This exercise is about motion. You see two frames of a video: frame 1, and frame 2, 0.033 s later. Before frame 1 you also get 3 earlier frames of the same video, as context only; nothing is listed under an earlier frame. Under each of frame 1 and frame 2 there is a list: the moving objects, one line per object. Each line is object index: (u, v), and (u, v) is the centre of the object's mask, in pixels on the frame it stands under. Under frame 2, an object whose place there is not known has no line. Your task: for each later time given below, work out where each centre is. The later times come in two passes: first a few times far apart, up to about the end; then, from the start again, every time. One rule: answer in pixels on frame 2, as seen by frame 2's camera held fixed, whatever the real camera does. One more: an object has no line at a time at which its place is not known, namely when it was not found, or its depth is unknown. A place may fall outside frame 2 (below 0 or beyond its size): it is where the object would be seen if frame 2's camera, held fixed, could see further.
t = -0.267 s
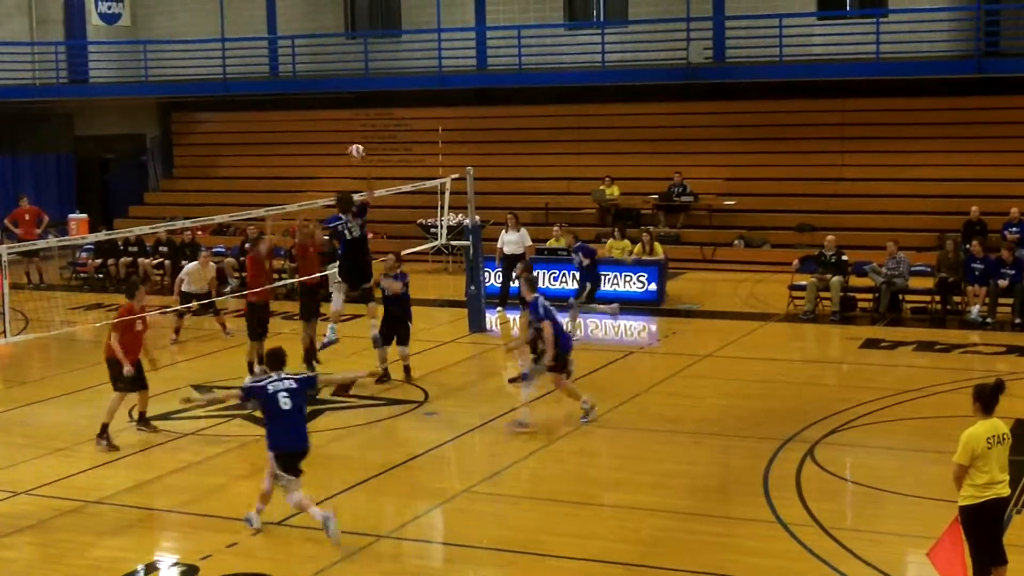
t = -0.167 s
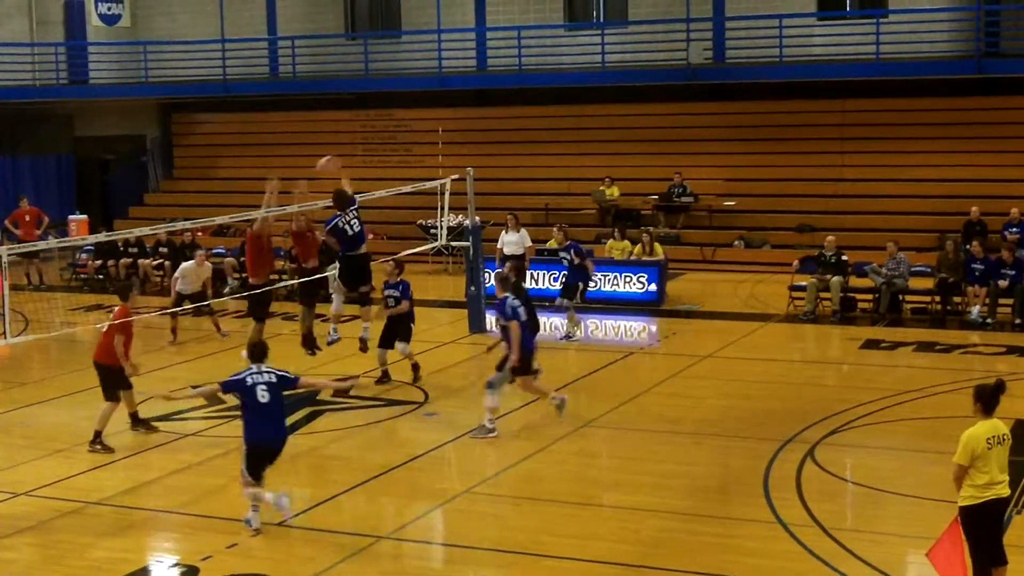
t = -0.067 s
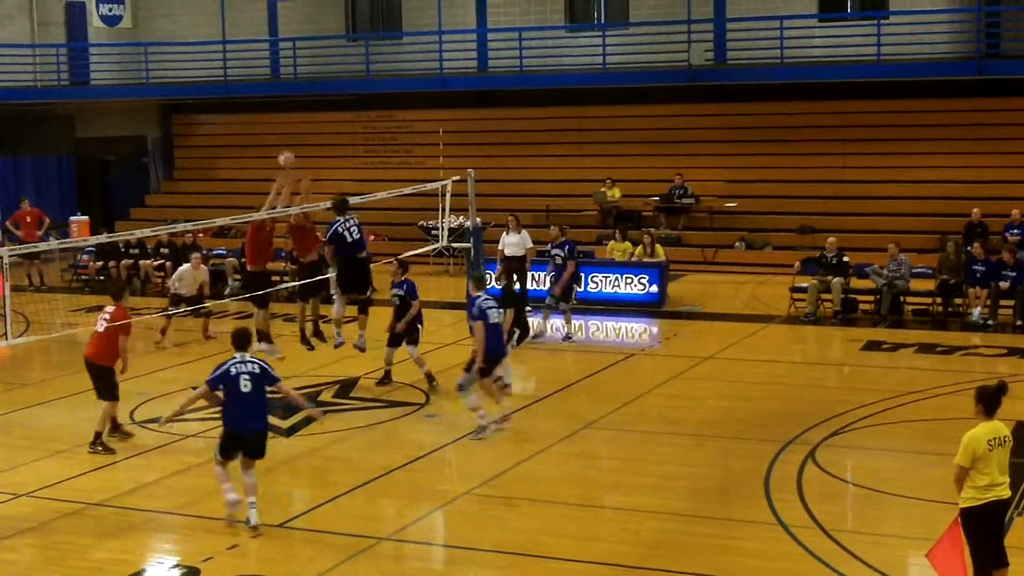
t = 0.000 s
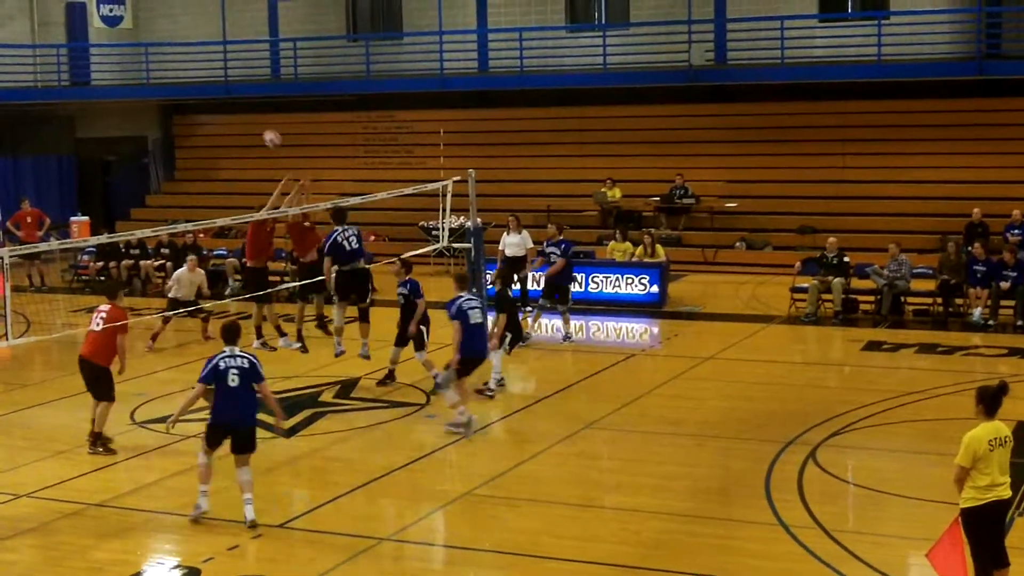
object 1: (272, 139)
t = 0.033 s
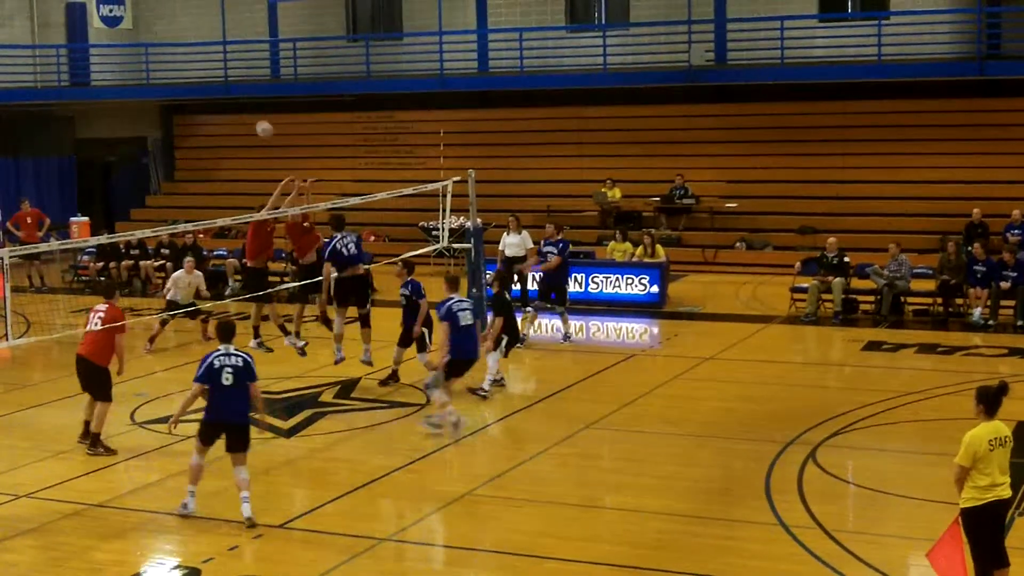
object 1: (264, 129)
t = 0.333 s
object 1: (196, 81)
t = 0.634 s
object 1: (130, 103)
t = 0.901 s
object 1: (75, 187)
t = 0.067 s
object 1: (256, 120)
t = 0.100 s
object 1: (248, 113)
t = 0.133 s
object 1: (241, 106)
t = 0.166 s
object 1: (233, 100)
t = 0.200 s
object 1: (226, 94)
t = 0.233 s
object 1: (219, 90)
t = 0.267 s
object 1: (211, 87)
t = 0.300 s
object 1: (203, 84)
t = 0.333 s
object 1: (196, 81)
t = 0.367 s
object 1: (188, 80)
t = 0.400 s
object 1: (181, 81)
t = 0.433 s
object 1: (173, 81)
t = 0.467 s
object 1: (166, 83)
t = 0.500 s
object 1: (158, 85)
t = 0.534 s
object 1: (151, 89)
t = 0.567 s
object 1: (144, 93)
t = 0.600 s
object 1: (137, 98)
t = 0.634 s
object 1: (130, 103)
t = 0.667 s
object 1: (122, 111)
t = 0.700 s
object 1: (115, 118)
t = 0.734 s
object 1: (108, 128)
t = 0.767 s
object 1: (101, 138)
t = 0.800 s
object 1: (95, 149)
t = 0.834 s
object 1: (88, 161)
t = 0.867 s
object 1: (81, 173)
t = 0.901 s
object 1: (75, 187)
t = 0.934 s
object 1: (69, 201)
